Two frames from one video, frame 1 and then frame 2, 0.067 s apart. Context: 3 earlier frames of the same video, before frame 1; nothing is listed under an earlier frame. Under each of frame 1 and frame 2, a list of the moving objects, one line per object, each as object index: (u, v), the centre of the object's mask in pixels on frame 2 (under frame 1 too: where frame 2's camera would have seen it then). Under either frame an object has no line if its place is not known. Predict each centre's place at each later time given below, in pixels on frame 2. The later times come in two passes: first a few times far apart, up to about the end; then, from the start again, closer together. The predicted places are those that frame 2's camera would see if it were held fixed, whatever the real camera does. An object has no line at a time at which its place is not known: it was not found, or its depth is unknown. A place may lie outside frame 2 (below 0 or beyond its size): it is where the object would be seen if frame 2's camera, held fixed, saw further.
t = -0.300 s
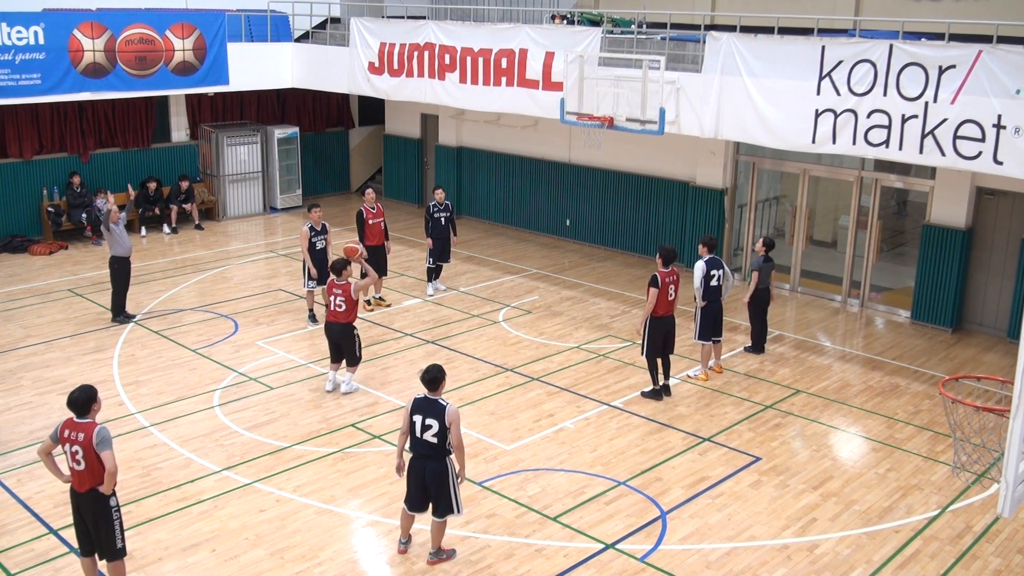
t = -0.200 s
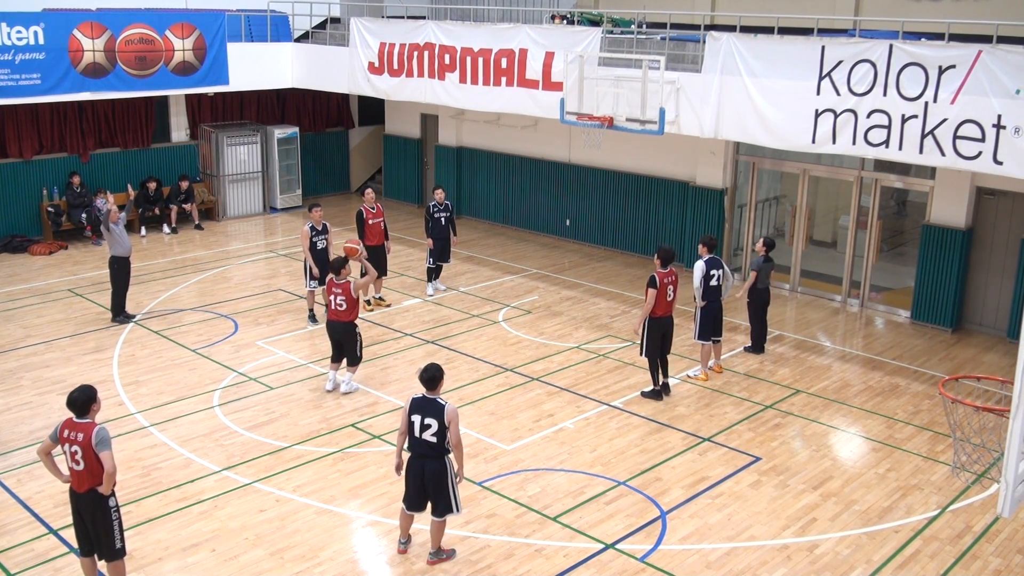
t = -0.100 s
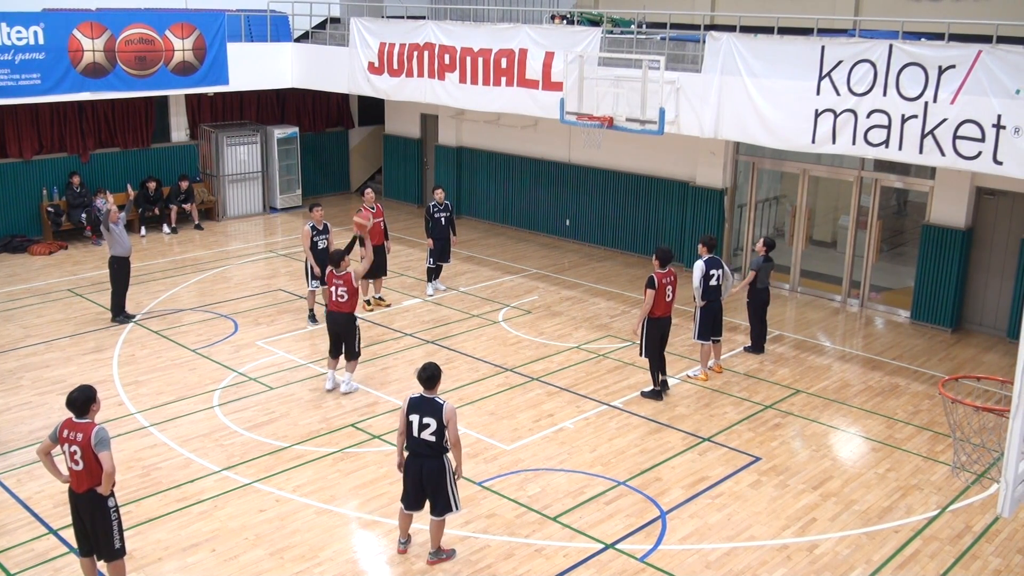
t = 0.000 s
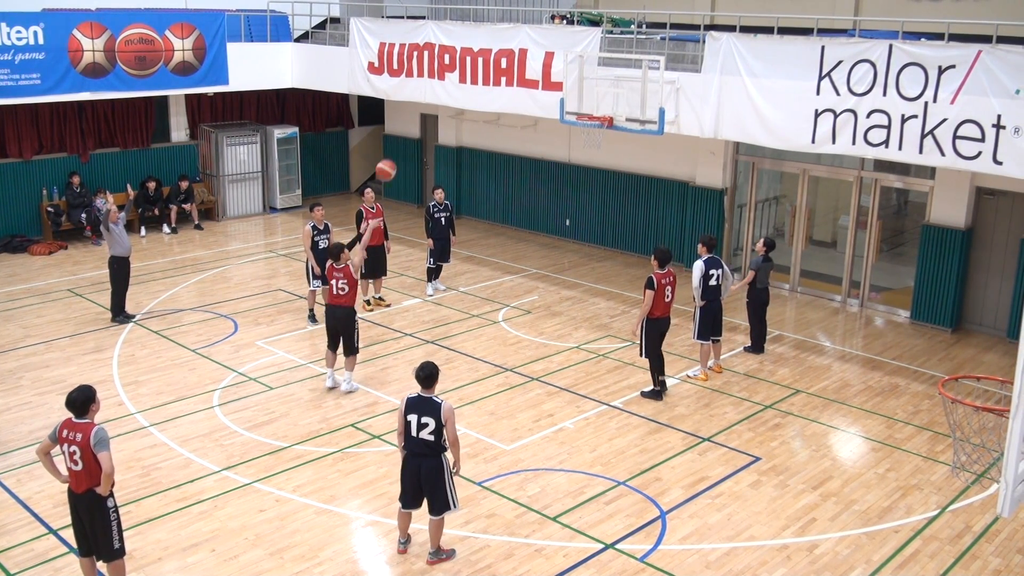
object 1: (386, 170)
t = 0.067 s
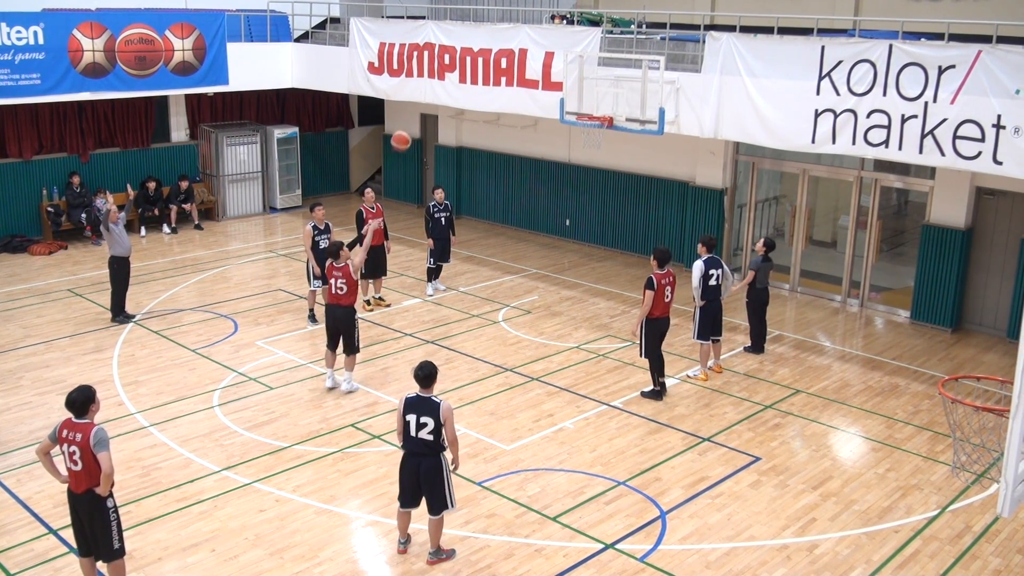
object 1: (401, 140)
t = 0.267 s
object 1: (445, 75)
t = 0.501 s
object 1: (492, 42)
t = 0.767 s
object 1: (539, 55)
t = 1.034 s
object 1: (579, 108)
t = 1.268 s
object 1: (559, 90)
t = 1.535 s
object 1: (521, 113)
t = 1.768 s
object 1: (488, 169)
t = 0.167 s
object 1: (423, 102)
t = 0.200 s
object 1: (431, 93)
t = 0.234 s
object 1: (438, 84)
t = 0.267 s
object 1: (445, 75)
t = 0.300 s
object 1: (451, 68)
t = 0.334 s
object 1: (458, 61)
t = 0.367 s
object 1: (466, 55)
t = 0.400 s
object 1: (472, 51)
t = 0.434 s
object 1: (479, 47)
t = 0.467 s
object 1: (485, 44)
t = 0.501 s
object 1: (492, 42)
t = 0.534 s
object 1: (498, 41)
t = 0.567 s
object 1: (505, 40)
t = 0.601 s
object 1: (511, 41)
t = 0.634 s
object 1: (517, 42)
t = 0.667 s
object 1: (522, 44)
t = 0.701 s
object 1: (528, 47)
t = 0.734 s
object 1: (534, 51)
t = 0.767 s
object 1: (539, 55)
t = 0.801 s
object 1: (546, 60)
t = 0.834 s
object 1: (551, 65)
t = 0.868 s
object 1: (556, 72)
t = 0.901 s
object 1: (562, 79)
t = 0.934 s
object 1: (566, 87)
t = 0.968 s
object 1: (572, 95)
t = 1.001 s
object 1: (576, 104)
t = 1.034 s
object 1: (579, 108)
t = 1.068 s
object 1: (578, 103)
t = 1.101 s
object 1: (577, 100)
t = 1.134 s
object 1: (577, 96)
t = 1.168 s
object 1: (573, 94)
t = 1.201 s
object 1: (568, 92)
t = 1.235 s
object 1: (564, 91)
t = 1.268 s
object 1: (559, 90)
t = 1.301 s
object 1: (554, 90)
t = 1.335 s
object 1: (549, 91)
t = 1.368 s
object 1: (545, 93)
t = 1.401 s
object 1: (540, 96)
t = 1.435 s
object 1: (535, 99)
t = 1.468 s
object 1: (530, 103)
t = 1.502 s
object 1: (526, 108)
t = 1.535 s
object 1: (521, 113)
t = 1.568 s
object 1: (516, 119)
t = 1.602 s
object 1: (511, 126)
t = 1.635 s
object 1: (507, 133)
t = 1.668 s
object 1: (502, 141)
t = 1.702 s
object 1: (497, 150)
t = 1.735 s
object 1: (493, 159)
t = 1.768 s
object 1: (488, 169)
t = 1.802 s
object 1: (483, 179)
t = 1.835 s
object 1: (479, 191)
